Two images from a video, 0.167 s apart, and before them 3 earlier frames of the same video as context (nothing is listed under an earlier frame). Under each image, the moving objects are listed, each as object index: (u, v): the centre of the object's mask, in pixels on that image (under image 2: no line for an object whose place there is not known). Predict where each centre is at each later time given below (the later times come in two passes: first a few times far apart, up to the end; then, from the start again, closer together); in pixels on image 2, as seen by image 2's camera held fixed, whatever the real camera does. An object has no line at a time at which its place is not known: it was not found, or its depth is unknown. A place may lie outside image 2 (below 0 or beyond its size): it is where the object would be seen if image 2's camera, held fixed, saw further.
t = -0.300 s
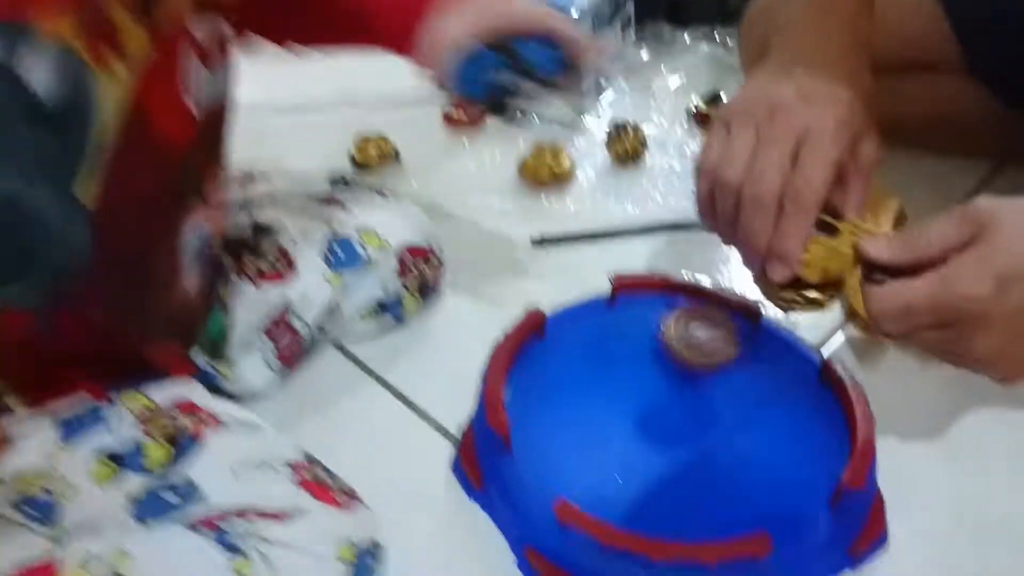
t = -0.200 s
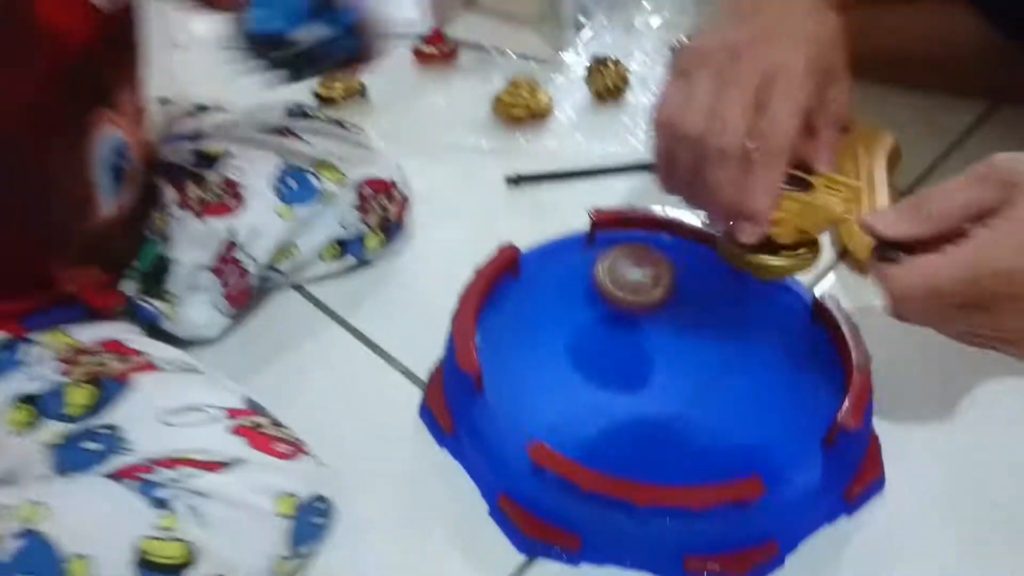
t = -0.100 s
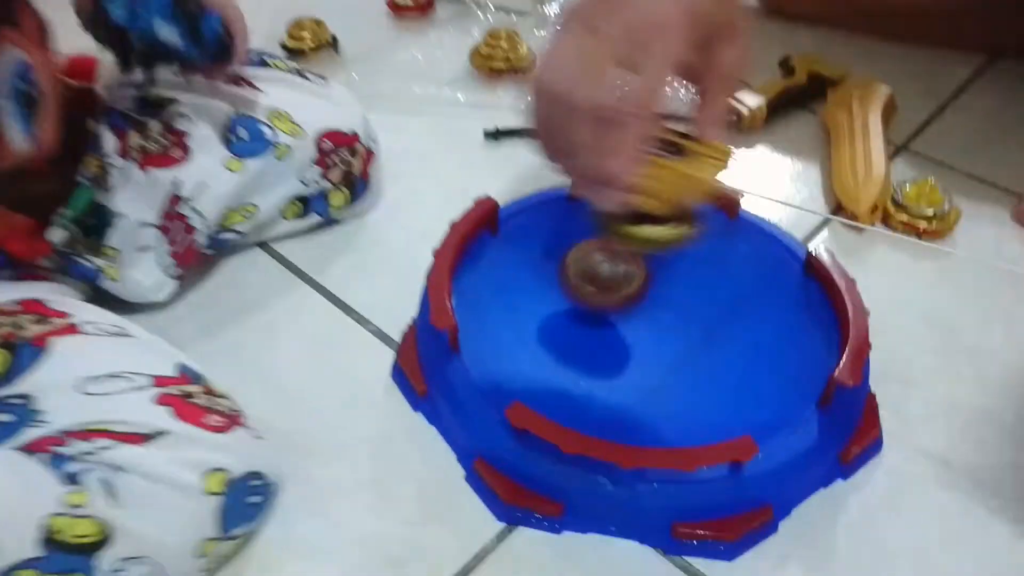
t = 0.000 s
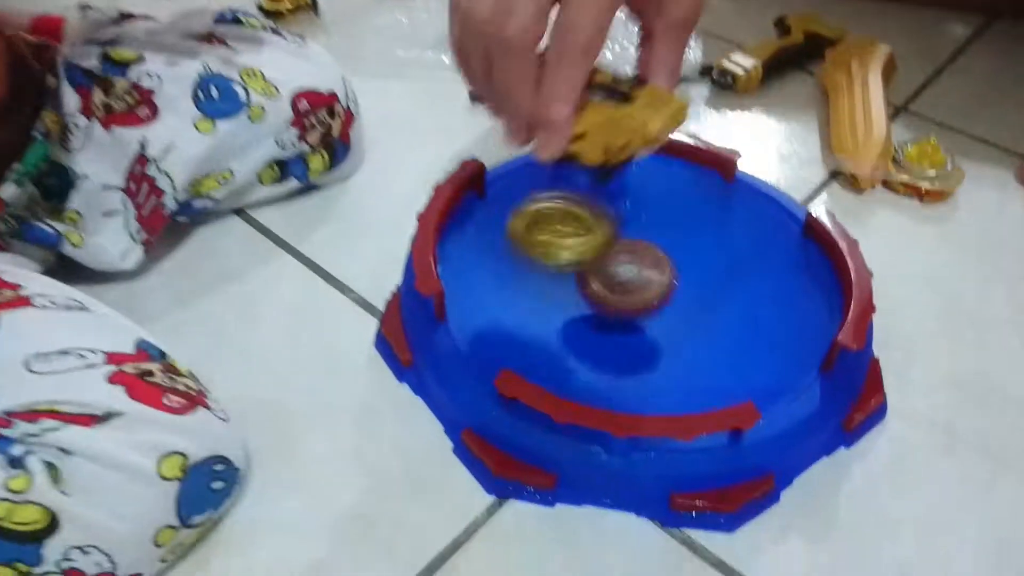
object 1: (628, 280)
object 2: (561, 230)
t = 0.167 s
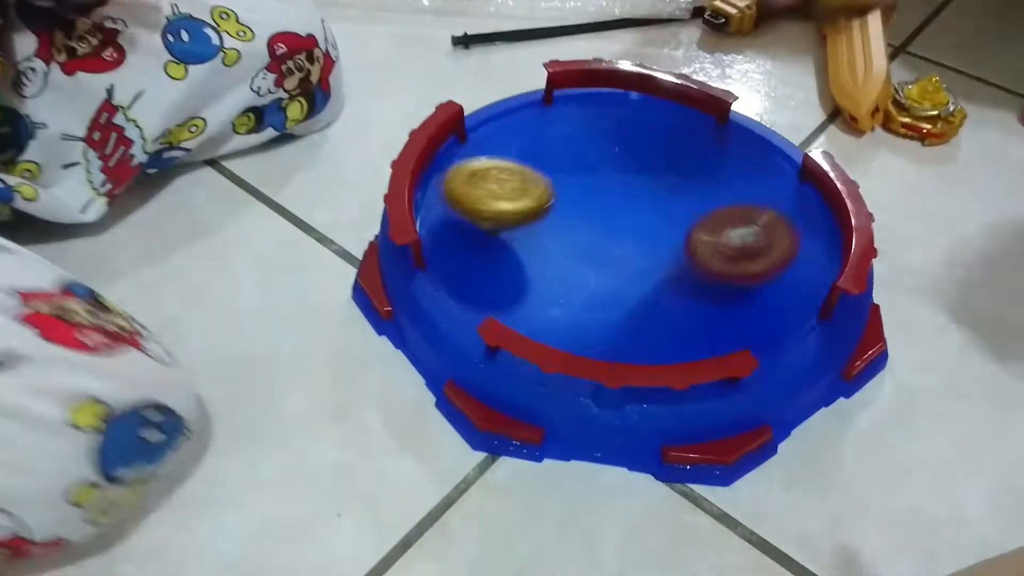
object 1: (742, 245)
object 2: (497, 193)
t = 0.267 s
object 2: (564, 206)
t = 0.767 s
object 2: (512, 250)
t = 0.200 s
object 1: (750, 237)
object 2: (517, 195)
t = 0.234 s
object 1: (757, 228)
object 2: (540, 200)
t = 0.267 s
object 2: (564, 206)
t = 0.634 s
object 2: (476, 189)
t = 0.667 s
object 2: (474, 199)
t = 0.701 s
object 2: (476, 213)
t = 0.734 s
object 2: (488, 232)
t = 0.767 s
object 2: (512, 250)
